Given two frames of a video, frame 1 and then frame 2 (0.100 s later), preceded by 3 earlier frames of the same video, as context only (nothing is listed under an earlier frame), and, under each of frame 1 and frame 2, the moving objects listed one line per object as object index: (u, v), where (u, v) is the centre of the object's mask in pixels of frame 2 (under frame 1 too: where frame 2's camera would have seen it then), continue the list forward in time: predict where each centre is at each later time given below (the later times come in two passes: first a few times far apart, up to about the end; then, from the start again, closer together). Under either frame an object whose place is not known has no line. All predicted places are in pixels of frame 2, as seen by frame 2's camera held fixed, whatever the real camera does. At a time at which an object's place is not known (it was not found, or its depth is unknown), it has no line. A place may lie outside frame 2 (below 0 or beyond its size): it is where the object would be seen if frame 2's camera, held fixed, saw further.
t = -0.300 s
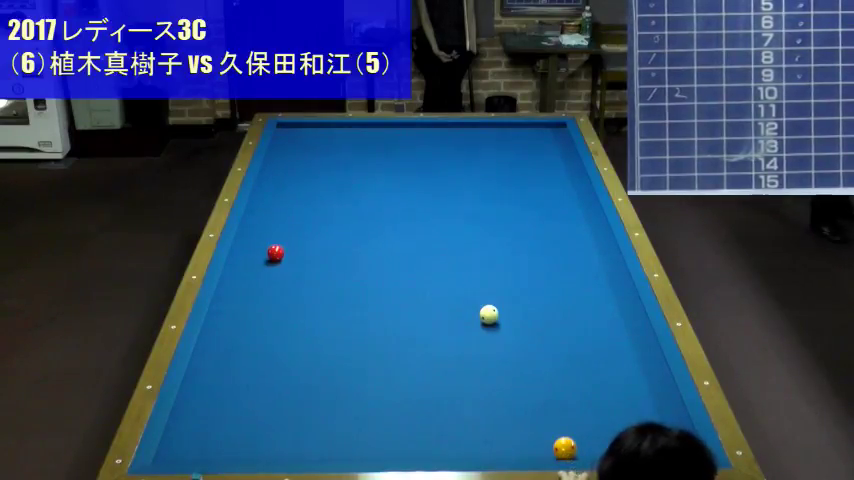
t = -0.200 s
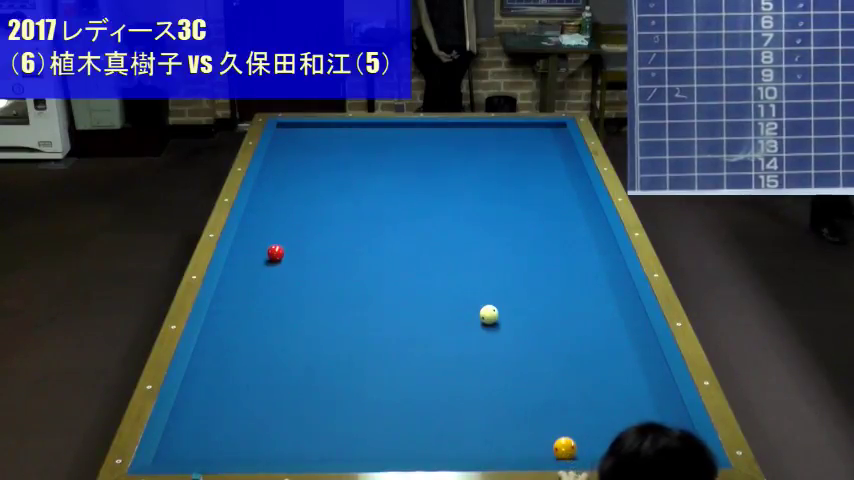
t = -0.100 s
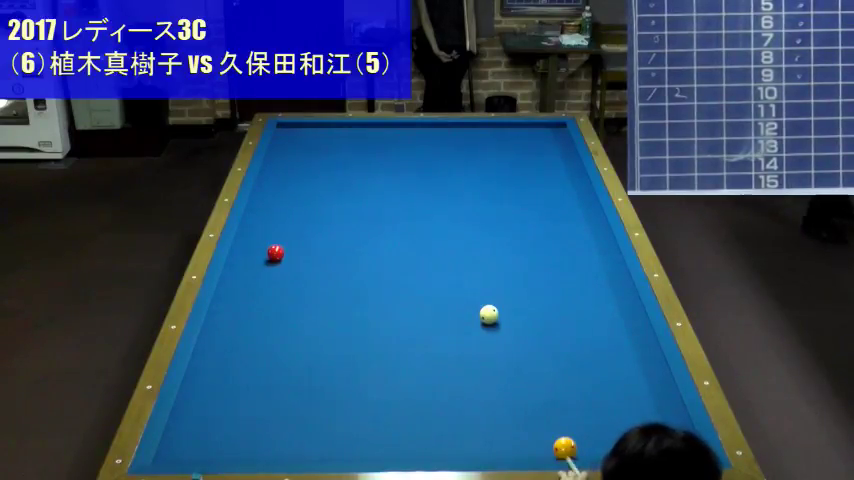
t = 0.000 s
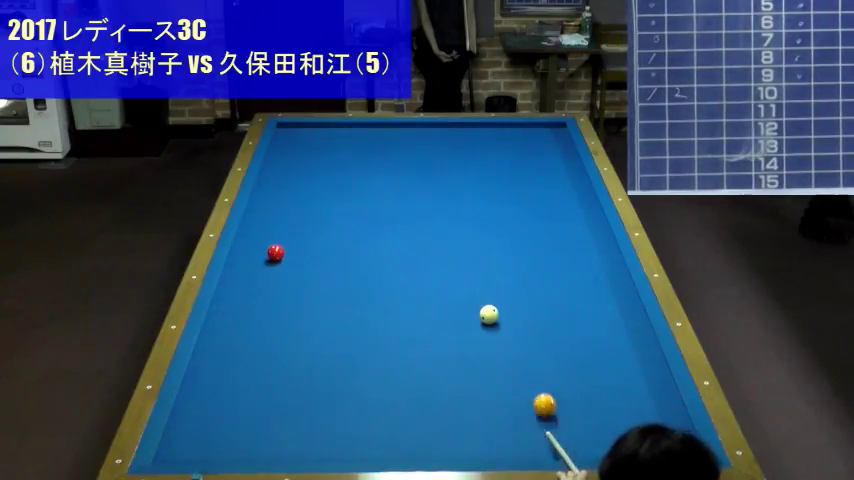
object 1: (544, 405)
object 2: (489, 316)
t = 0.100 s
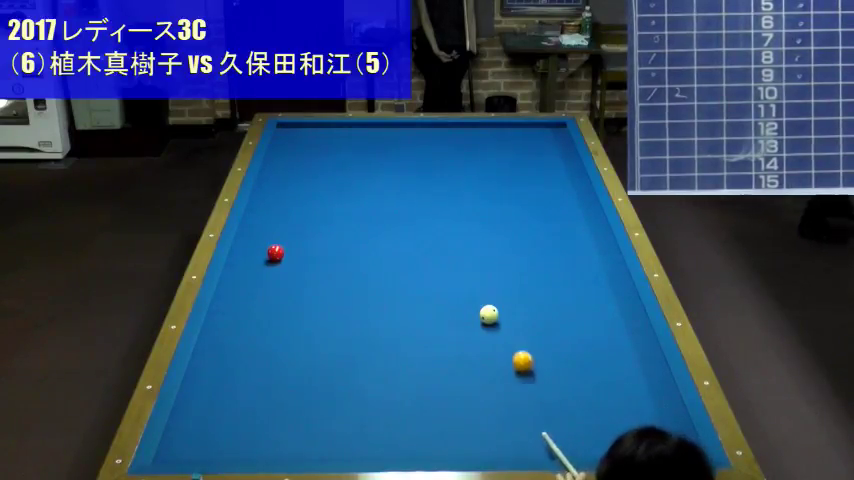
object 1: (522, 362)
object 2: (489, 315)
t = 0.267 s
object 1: (511, 317)
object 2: (469, 302)
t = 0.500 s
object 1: (543, 292)
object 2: (403, 260)
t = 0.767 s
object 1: (563, 260)
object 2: (351, 226)
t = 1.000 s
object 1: (578, 234)
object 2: (312, 200)
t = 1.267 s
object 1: (593, 209)
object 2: (273, 175)
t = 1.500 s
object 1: (575, 187)
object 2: (289, 158)
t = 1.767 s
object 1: (556, 165)
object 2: (315, 141)
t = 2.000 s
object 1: (541, 147)
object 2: (336, 128)
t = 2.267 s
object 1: (526, 129)
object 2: (358, 131)
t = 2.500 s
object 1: (508, 131)
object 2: (377, 139)
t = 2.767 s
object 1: (485, 141)
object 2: (399, 148)
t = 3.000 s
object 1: (464, 149)
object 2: (420, 155)
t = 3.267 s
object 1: (439, 156)
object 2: (443, 165)
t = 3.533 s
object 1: (414, 169)
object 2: (468, 173)
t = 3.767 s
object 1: (392, 178)
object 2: (489, 182)
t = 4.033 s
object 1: (366, 189)
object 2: (514, 192)
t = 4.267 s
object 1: (342, 198)
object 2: (537, 201)
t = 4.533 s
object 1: (314, 210)
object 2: (563, 211)
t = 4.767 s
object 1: (290, 220)
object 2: (586, 220)
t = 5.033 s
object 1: (260, 232)
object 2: (597, 230)
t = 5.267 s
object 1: (244, 243)
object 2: (590, 238)
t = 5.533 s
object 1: (254, 256)
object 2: (581, 247)
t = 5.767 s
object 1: (263, 267)
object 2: (572, 255)
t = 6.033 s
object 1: (273, 281)
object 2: (563, 264)
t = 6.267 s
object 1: (283, 293)
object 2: (555, 271)
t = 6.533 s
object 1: (294, 307)
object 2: (546, 280)
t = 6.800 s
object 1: (305, 322)
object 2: (537, 289)
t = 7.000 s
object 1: (314, 333)
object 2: (530, 296)
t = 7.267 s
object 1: (328, 350)
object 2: (520, 305)
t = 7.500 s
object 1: (338, 363)
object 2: (512, 313)
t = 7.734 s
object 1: (349, 377)
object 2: (505, 320)
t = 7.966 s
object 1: (362, 393)
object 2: (497, 329)
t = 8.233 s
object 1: (375, 408)
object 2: (488, 337)
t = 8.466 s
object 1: (386, 423)
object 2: (481, 344)
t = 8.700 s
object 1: (399, 438)
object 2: (474, 351)
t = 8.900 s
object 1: (411, 451)
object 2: (467, 358)
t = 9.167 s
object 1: (423, 451)
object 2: (460, 365)
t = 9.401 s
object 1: (434, 446)
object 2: (453, 372)
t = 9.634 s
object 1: (441, 438)
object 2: (449, 376)
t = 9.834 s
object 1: (449, 432)
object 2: (444, 382)
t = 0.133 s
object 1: (516, 349)
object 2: (489, 315)
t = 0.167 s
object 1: (510, 337)
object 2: (489, 315)
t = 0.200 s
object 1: (503, 326)
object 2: (488, 315)
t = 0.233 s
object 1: (505, 320)
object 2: (481, 310)
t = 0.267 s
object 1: (511, 317)
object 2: (469, 302)
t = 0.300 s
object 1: (517, 314)
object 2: (458, 295)
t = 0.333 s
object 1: (522, 311)
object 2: (448, 288)
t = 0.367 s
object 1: (527, 307)
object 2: (438, 282)
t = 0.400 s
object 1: (532, 304)
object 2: (428, 276)
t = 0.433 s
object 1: (536, 300)
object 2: (419, 270)
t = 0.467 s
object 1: (540, 296)
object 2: (411, 265)
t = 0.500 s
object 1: (543, 292)
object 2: (403, 260)
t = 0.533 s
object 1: (546, 288)
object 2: (396, 255)
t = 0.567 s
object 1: (549, 284)
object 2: (389, 250)
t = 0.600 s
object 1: (551, 280)
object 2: (382, 246)
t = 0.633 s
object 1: (553, 276)
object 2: (376, 242)
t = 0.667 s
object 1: (556, 272)
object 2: (370, 238)
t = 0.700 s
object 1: (558, 268)
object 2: (363, 234)
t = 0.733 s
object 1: (560, 264)
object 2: (357, 230)
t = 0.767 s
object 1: (563, 260)
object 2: (351, 226)
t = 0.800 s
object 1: (565, 256)
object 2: (345, 222)
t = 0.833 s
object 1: (567, 252)
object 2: (339, 218)
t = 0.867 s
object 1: (569, 248)
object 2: (333, 214)
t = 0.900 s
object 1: (571, 245)
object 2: (328, 211)
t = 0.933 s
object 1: (574, 241)
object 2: (322, 207)
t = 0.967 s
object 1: (576, 238)
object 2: (317, 204)
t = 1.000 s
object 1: (578, 234)
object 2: (312, 200)
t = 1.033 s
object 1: (580, 231)
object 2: (306, 197)
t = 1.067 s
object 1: (582, 228)
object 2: (302, 194)
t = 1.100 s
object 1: (584, 224)
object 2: (297, 190)
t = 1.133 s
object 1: (586, 221)
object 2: (292, 187)
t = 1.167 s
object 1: (587, 218)
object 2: (287, 184)
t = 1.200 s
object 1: (589, 215)
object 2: (282, 181)
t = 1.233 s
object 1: (591, 212)
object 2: (277, 177)
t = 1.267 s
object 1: (593, 209)
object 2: (273, 175)
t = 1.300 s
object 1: (592, 206)
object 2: (268, 172)
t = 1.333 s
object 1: (588, 202)
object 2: (268, 169)
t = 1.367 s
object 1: (585, 199)
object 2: (272, 167)
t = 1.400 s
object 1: (583, 196)
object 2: (277, 165)
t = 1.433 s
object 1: (580, 193)
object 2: (282, 162)
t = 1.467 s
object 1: (578, 190)
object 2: (285, 160)
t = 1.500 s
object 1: (575, 187)
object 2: (289, 158)
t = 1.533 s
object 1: (572, 184)
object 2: (292, 156)
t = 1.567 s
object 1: (570, 181)
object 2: (296, 153)
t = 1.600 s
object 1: (567, 178)
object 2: (299, 151)
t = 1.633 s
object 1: (565, 175)
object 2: (302, 149)
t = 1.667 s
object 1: (563, 173)
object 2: (305, 147)
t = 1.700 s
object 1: (560, 170)
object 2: (308, 145)
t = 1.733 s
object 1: (558, 167)
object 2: (312, 143)
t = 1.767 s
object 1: (556, 165)
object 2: (315, 141)
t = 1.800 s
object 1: (554, 162)
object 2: (318, 139)
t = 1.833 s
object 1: (551, 159)
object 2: (321, 137)
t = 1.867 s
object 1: (549, 157)
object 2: (324, 135)
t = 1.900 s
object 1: (547, 154)
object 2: (327, 133)
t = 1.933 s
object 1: (545, 152)
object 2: (330, 132)
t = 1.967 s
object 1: (543, 149)
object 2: (333, 130)
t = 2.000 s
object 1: (541, 147)
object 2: (336, 128)
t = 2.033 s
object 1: (539, 144)
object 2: (339, 126)
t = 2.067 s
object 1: (537, 142)
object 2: (342, 124)
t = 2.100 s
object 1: (535, 140)
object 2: (344, 126)
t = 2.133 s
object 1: (533, 138)
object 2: (347, 127)
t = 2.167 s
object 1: (531, 135)
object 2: (350, 128)
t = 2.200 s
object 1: (529, 133)
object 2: (352, 129)
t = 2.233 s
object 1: (527, 131)
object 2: (355, 130)
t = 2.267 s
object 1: (526, 129)
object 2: (358, 131)
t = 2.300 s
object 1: (524, 127)
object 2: (360, 133)
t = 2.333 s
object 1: (521, 125)
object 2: (363, 134)
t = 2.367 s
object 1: (519, 126)
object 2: (366, 135)
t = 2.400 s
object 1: (516, 127)
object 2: (369, 136)
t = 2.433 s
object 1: (513, 129)
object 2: (372, 137)
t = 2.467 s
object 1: (510, 130)
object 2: (374, 138)
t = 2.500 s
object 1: (508, 131)
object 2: (377, 139)
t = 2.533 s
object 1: (505, 133)
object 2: (380, 140)
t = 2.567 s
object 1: (502, 134)
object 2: (382, 141)
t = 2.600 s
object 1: (499, 135)
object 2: (385, 142)
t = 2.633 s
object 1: (496, 136)
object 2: (388, 143)
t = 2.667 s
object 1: (493, 137)
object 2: (391, 144)
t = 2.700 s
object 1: (490, 138)
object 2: (394, 145)
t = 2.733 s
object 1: (487, 140)
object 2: (397, 147)
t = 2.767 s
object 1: (485, 141)
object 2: (399, 148)
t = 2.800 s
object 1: (482, 142)
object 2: (402, 149)
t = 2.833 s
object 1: (479, 143)
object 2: (405, 150)
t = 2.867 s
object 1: (476, 144)
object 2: (408, 151)
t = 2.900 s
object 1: (473, 145)
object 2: (411, 152)
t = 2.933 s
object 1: (470, 147)
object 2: (414, 153)
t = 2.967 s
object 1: (467, 148)
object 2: (417, 154)
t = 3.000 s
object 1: (464, 149)
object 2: (420, 155)
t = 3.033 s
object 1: (461, 150)
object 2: (423, 156)
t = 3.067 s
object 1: (458, 151)
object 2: (426, 157)
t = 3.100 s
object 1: (455, 152)
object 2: (429, 159)
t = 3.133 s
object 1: (452, 154)
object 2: (432, 160)
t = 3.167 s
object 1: (449, 155)
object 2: (434, 161)
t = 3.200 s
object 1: (447, 155)
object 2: (437, 162)
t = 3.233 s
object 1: (444, 155)
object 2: (441, 164)
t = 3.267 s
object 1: (439, 156)
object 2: (443, 165)
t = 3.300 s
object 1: (436, 160)
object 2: (447, 166)
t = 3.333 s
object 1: (433, 161)
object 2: (449, 167)
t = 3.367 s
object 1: (430, 162)
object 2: (453, 168)
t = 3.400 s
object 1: (427, 163)
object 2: (456, 169)
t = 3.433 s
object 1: (424, 165)
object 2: (459, 170)
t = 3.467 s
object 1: (421, 166)
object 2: (462, 171)
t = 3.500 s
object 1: (418, 168)
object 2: (465, 172)
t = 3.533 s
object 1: (414, 169)
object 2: (468, 173)
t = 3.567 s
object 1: (412, 170)
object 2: (471, 175)
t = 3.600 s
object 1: (408, 171)
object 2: (474, 176)
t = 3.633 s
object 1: (405, 173)
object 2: (477, 177)
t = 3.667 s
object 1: (402, 174)
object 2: (480, 178)
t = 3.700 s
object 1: (398, 175)
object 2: (483, 180)
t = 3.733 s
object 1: (395, 176)
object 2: (486, 181)
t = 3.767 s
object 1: (392, 178)
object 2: (489, 182)
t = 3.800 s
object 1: (389, 179)
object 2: (492, 183)
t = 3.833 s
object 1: (385, 181)
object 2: (495, 185)
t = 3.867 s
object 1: (382, 182)
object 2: (499, 186)
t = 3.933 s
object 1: (376, 184)
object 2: (505, 188)
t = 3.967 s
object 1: (372, 186)
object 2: (508, 190)
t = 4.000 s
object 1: (369, 187)
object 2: (511, 191)
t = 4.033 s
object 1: (366, 189)
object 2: (514, 192)
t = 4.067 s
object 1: (362, 190)
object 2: (518, 193)
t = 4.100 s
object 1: (359, 192)
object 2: (521, 194)
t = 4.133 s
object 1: (356, 193)
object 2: (524, 196)
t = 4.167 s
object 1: (353, 194)
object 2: (527, 197)
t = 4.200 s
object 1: (349, 196)
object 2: (531, 198)
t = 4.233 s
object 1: (345, 197)
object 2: (534, 200)
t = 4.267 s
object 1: (342, 198)
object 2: (537, 201)
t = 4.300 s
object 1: (339, 200)
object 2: (540, 202)
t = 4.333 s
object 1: (335, 201)
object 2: (543, 203)
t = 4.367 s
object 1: (332, 203)
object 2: (547, 205)
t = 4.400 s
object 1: (328, 204)
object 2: (550, 206)
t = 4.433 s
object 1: (325, 206)
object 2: (553, 207)
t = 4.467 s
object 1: (321, 207)
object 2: (556, 208)
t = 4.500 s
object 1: (318, 208)
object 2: (560, 210)
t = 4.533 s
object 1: (314, 210)
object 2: (563, 211)
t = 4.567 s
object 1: (311, 211)
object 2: (566, 212)
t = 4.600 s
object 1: (307, 213)
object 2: (570, 214)
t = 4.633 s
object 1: (304, 214)
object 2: (573, 215)
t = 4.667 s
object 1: (300, 215)
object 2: (576, 216)
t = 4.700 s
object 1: (296, 217)
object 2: (579, 217)
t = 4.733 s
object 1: (293, 218)
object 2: (582, 219)
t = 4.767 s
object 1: (290, 220)
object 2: (586, 220)
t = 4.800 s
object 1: (286, 221)
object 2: (589, 221)
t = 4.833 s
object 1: (282, 223)
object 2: (593, 223)
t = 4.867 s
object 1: (279, 224)
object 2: (596, 224)
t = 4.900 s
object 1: (275, 226)
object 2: (599, 225)
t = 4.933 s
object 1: (271, 227)
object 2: (601, 226)
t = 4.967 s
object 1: (267, 229)
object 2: (600, 227)
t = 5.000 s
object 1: (264, 230)
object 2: (598, 228)
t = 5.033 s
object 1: (260, 232)
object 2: (597, 230)
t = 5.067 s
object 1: (257, 234)
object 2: (596, 231)
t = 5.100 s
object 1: (253, 235)
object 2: (595, 232)
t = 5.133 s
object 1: (249, 236)
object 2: (594, 233)
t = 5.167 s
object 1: (246, 238)
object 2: (593, 234)
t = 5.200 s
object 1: (242, 239)
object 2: (592, 235)
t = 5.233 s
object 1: (242, 241)
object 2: (591, 236)
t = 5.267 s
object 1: (244, 243)
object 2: (590, 238)
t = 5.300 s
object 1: (245, 244)
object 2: (588, 239)
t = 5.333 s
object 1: (246, 246)
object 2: (587, 240)
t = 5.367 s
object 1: (248, 247)
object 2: (586, 241)
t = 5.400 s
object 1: (248, 249)
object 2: (585, 242)
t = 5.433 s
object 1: (250, 251)
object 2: (584, 243)
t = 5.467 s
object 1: (251, 252)
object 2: (583, 244)
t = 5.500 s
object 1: (252, 254)
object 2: (582, 246)
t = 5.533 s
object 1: (254, 256)
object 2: (581, 247)
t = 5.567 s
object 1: (255, 257)
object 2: (580, 248)
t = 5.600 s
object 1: (256, 259)
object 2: (578, 249)
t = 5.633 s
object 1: (258, 260)
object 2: (577, 250)
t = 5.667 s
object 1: (259, 262)
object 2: (576, 251)
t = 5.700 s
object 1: (260, 264)
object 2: (575, 252)
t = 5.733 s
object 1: (262, 266)
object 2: (574, 253)
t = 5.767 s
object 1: (263, 267)
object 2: (572, 255)
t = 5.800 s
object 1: (264, 269)
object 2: (571, 256)
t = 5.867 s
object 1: (267, 272)
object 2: (569, 258)
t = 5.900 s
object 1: (268, 274)
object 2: (568, 259)
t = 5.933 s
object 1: (270, 276)
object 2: (567, 260)
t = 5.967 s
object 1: (271, 277)
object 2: (566, 261)
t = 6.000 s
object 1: (272, 279)
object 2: (565, 262)
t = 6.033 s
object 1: (273, 281)
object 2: (563, 264)
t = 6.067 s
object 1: (275, 283)
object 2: (562, 265)
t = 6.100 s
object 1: (276, 284)
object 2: (561, 265)
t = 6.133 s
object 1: (277, 286)
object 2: (560, 266)
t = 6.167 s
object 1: (279, 287)
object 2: (559, 268)
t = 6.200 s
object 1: (280, 289)
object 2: (558, 269)
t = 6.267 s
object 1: (283, 293)
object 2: (555, 271)
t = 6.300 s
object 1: (284, 295)
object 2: (554, 272)
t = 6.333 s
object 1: (285, 296)
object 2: (553, 273)
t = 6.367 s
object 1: (287, 298)
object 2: (552, 274)
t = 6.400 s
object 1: (288, 300)
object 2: (551, 276)
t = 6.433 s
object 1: (290, 302)
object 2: (549, 277)
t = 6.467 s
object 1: (291, 304)
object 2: (548, 278)
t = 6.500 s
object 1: (292, 305)
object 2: (547, 279)
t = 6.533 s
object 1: (294, 307)
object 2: (546, 280)
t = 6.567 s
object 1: (295, 309)
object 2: (545, 281)
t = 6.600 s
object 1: (297, 311)
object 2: (544, 282)
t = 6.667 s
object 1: (300, 314)
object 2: (542, 285)
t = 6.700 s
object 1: (301, 316)
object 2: (541, 286)
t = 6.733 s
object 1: (302, 318)
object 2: (539, 287)
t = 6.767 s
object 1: (304, 320)
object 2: (538, 288)
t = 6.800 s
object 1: (305, 322)
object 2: (537, 289)
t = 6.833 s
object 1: (307, 323)
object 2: (536, 290)
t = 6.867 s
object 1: (309, 325)
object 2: (535, 291)
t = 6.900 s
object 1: (310, 327)
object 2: (534, 292)
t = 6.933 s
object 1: (311, 329)
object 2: (532, 293)
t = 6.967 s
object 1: (313, 331)
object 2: (531, 294)
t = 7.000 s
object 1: (314, 333)
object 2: (530, 296)
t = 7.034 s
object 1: (317, 336)
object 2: (528, 298)
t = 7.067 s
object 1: (319, 338)
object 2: (527, 299)
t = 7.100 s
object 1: (320, 340)
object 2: (526, 300)
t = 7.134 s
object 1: (322, 342)
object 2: (525, 301)
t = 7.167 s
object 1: (323, 344)
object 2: (524, 302)
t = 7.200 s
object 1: (324, 346)
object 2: (522, 303)
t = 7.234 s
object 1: (326, 348)
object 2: (521, 305)
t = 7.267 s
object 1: (328, 350)
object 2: (520, 305)
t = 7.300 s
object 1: (329, 352)
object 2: (519, 307)
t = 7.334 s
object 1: (331, 354)
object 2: (518, 308)
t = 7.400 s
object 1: (332, 355)
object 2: (517, 309)
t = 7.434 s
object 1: (335, 359)
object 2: (515, 311)
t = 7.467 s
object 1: (337, 361)
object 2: (514, 312)
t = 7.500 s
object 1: (338, 363)
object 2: (512, 313)
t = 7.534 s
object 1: (340, 365)
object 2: (512, 314)
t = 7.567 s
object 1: (342, 367)
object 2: (510, 315)
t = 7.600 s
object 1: (343, 369)
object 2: (509, 316)
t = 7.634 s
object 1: (345, 371)
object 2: (508, 317)
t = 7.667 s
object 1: (346, 373)
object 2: (507, 318)
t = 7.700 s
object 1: (348, 375)
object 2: (506, 320)
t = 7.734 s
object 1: (349, 377)
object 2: (505, 320)
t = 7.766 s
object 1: (351, 379)
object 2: (504, 322)
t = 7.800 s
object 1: (354, 383)
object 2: (502, 324)
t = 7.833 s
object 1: (355, 385)
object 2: (501, 325)
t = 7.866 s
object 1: (357, 387)
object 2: (500, 326)
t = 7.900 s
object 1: (359, 389)
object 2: (499, 327)
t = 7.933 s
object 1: (360, 390)
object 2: (498, 328)
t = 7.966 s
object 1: (362, 393)
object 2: (497, 329)
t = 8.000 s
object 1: (363, 395)
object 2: (495, 330)
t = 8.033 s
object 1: (365, 396)
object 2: (494, 331)
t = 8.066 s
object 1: (367, 399)
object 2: (493, 332)
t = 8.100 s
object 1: (368, 401)
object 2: (493, 333)
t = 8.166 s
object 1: (370, 402)
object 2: (491, 334)
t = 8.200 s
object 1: (373, 407)
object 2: (489, 336)
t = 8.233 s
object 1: (375, 408)
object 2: (488, 337)
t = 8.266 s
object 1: (376, 411)
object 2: (487, 338)
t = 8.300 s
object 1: (378, 413)
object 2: (486, 339)
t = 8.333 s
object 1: (380, 414)
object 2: (485, 340)
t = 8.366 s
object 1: (381, 417)
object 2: (484, 341)
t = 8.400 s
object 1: (383, 418)
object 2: (483, 342)
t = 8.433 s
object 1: (385, 420)
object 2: (482, 343)
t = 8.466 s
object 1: (386, 423)
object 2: (481, 344)
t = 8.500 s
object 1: (388, 425)
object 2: (480, 345)
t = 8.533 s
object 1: (391, 428)
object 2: (478, 347)
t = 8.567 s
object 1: (393, 430)
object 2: (477, 348)
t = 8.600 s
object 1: (394, 432)
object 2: (476, 348)
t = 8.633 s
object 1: (396, 434)
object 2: (476, 349)
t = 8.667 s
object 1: (398, 436)
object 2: (475, 350)
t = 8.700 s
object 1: (399, 438)
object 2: (474, 351)
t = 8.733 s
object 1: (401, 441)
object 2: (473, 352)
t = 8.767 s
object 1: (403, 442)
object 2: (472, 353)
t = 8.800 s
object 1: (405, 444)
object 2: (471, 354)
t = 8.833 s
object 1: (406, 446)
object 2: (470, 355)
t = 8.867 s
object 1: (407, 448)
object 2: (469, 356)
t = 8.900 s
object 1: (411, 451)
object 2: (467, 358)
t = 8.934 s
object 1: (413, 452)
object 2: (466, 359)
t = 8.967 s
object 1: (414, 453)
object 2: (466, 360)
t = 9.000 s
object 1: (416, 455)
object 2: (465, 361)
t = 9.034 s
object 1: (417, 454)
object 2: (464, 362)
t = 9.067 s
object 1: (419, 454)
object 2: (463, 363)
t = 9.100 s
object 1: (421, 453)
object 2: (462, 363)
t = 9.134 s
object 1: (422, 452)
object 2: (461, 364)
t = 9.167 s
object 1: (423, 451)
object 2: (460, 365)
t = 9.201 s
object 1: (425, 450)
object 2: (459, 366)
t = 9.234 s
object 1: (426, 450)
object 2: (458, 367)
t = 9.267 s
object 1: (429, 448)
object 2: (457, 369)
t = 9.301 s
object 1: (430, 448)
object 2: (456, 369)
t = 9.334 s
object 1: (431, 447)
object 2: (455, 370)
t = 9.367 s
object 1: (433, 446)
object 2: (454, 371)
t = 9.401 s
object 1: (434, 446)
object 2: (453, 372)
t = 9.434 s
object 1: (435, 444)
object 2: (452, 372)
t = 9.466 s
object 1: (436, 443)
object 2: (452, 373)
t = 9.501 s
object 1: (438, 441)
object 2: (451, 374)
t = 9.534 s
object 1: (439, 440)
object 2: (450, 375)
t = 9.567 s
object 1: (440, 439)
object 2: (449, 376)
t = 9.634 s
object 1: (441, 438)
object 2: (449, 376)
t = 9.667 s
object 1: (443, 436)
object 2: (447, 378)
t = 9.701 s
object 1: (444, 436)
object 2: (447, 379)
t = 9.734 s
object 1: (446, 435)
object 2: (446, 380)
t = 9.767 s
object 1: (447, 434)
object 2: (445, 381)
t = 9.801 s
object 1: (448, 433)
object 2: (444, 381)
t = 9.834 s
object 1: (449, 432)
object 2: (444, 382)
